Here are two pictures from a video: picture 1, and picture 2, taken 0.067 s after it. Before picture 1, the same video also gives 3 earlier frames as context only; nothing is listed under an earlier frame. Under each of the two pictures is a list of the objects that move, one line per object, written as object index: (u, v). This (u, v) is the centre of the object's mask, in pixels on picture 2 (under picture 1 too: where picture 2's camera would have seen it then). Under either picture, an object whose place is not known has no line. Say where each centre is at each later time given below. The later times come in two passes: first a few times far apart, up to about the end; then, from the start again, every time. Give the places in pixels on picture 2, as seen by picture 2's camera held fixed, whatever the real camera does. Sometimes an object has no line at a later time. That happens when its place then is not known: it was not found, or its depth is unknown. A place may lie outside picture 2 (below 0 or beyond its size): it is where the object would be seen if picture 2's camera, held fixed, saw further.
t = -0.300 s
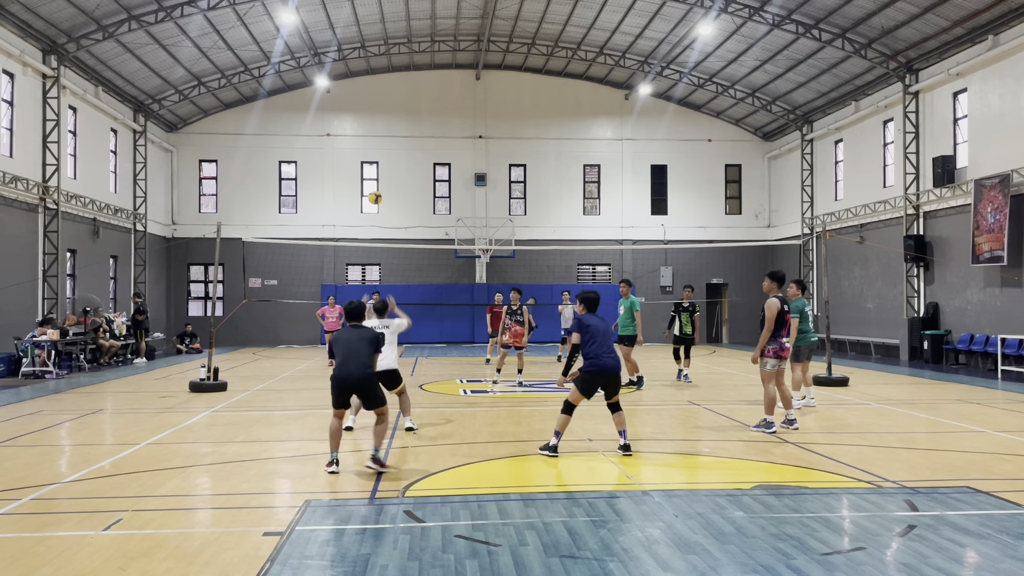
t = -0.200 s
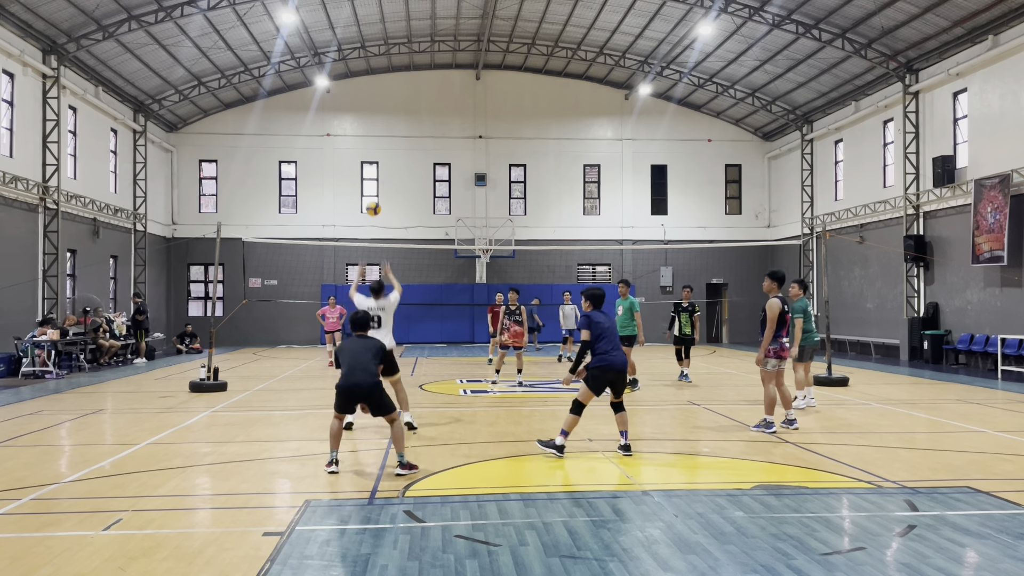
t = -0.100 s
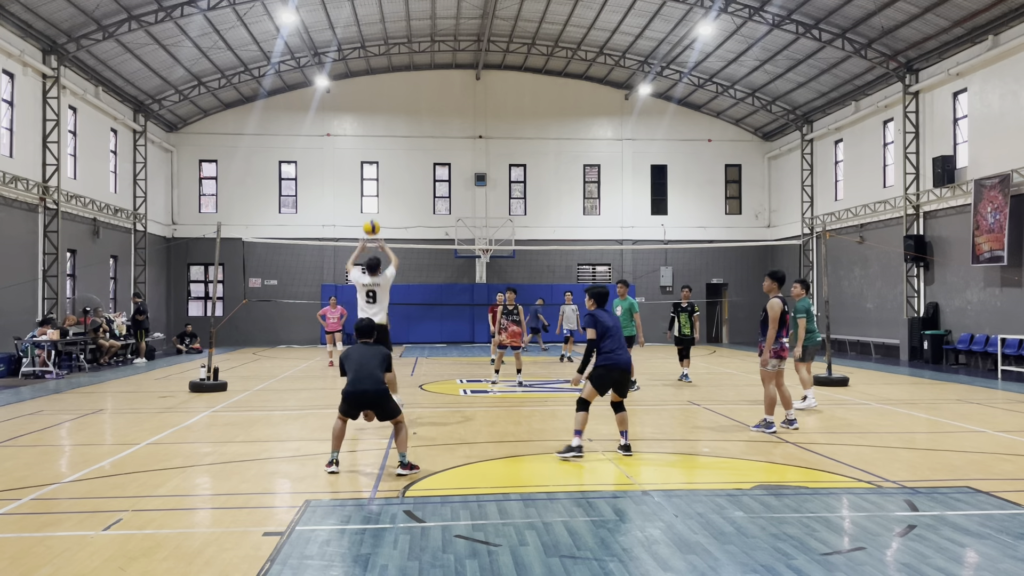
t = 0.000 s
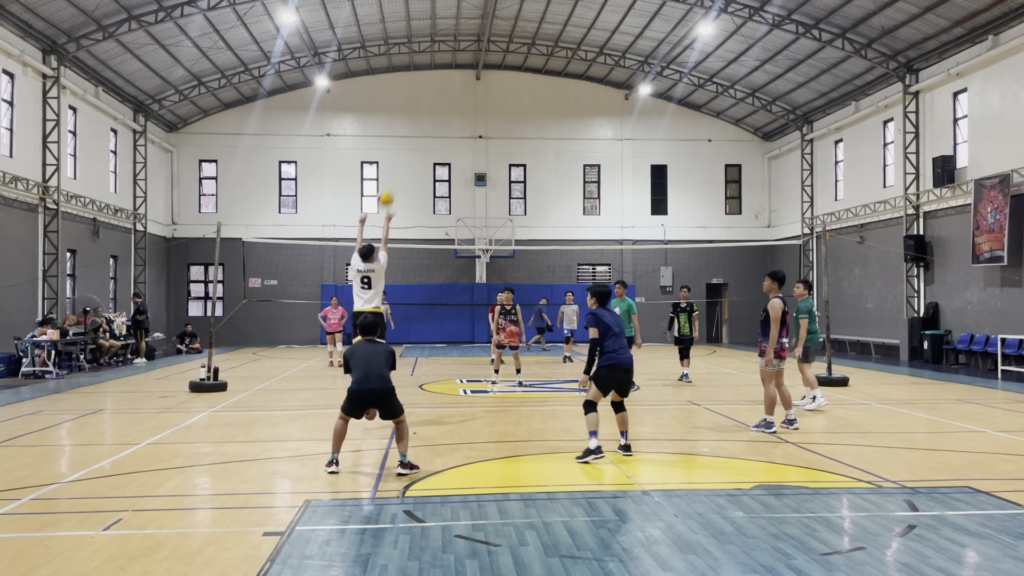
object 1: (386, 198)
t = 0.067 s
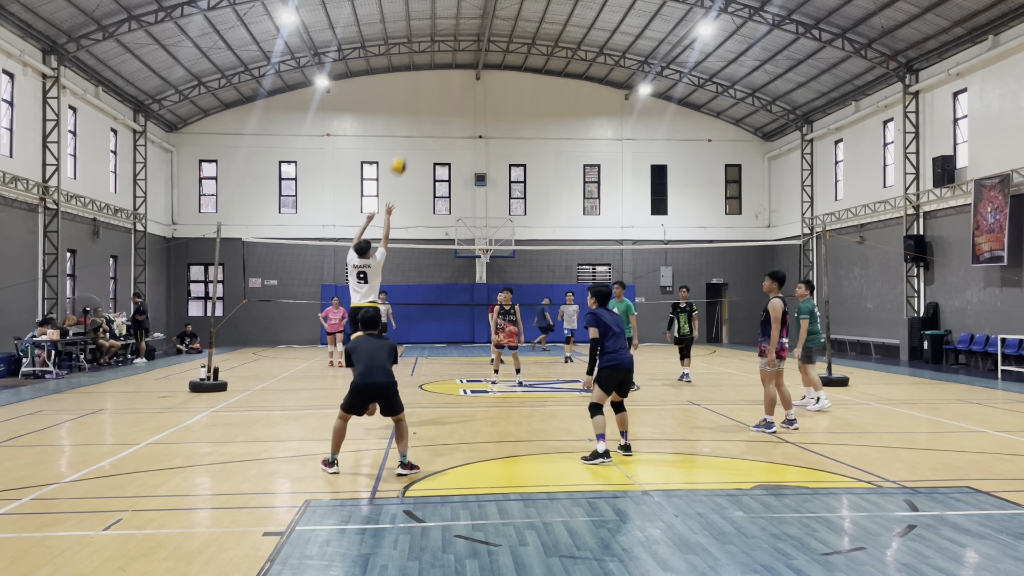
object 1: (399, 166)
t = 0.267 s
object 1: (436, 99)
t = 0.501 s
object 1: (477, 66)
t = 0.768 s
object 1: (517, 80)
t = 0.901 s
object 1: (536, 104)
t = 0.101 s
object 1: (405, 151)
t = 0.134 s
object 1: (412, 138)
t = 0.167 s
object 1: (418, 127)
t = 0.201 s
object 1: (424, 116)
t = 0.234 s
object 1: (430, 107)
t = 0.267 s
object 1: (436, 99)
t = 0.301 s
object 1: (442, 91)
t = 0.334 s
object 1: (448, 85)
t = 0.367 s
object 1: (453, 79)
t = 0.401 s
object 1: (460, 74)
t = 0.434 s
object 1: (465, 71)
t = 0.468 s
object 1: (471, 68)
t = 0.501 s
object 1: (477, 66)
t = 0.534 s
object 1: (482, 65)
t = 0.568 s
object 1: (487, 65)
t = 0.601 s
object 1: (492, 66)
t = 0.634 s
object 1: (498, 67)
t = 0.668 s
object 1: (503, 69)
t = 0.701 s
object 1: (507, 72)
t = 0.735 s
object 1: (513, 75)
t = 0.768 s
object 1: (517, 80)
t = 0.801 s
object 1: (521, 85)
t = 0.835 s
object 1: (527, 91)
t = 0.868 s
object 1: (531, 97)
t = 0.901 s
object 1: (536, 104)
